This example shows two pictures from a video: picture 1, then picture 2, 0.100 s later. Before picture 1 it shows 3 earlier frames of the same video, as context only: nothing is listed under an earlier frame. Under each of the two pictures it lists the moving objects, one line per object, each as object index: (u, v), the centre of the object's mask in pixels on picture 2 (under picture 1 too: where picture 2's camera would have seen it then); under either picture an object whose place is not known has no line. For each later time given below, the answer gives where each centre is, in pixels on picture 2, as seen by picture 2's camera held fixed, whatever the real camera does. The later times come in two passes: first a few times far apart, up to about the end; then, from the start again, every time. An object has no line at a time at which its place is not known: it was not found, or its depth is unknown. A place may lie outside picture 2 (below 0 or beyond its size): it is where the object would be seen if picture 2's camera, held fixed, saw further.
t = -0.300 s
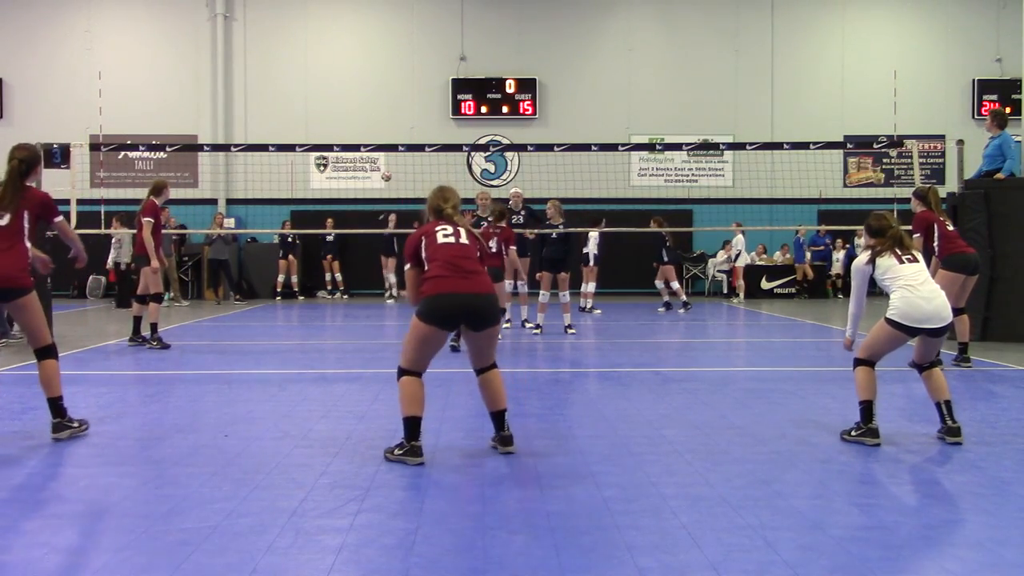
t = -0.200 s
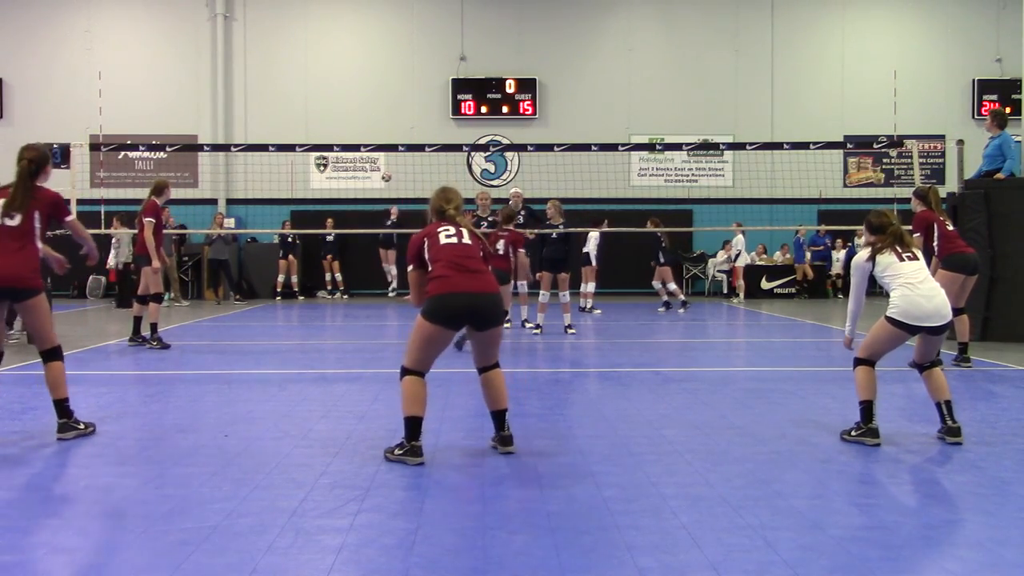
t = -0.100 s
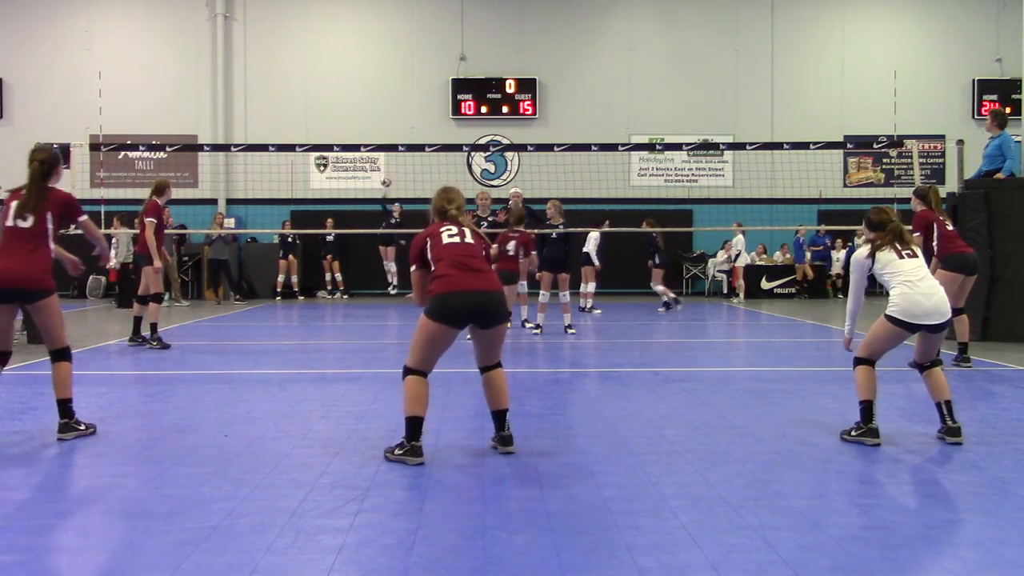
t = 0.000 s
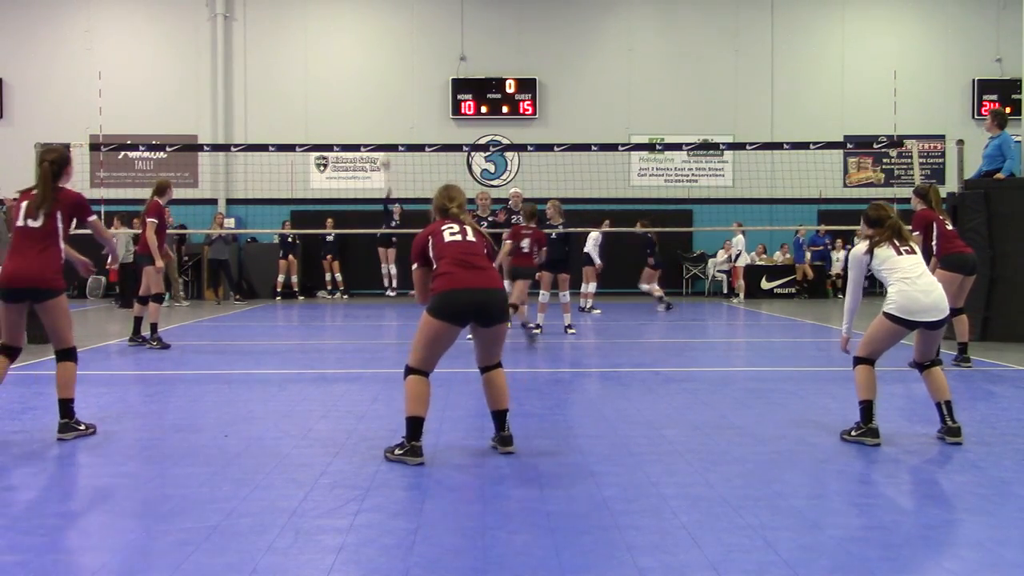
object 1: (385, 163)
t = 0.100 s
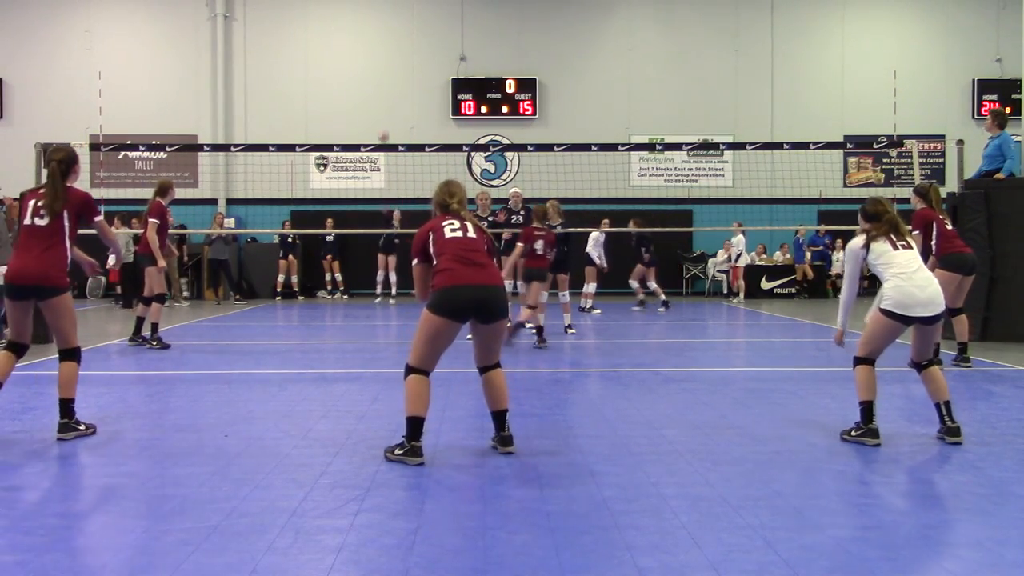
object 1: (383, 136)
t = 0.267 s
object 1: (380, 101)
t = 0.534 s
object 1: (369, 66)
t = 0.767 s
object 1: (354, 68)
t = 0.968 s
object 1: (336, 112)
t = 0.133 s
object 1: (383, 129)
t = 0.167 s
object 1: (382, 121)
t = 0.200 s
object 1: (381, 114)
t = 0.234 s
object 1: (380, 107)
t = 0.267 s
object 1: (380, 101)
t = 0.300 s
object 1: (379, 94)
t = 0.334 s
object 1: (377, 89)
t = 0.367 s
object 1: (376, 84)
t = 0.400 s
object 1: (375, 80)
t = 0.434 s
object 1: (374, 76)
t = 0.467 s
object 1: (373, 72)
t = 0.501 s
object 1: (371, 68)
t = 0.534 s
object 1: (369, 66)
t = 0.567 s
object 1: (368, 63)
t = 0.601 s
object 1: (366, 62)
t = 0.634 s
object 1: (364, 62)
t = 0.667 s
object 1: (362, 62)
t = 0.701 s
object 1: (359, 63)
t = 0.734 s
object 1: (357, 65)
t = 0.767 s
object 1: (354, 68)
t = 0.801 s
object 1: (351, 72)
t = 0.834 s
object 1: (349, 78)
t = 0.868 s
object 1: (346, 84)
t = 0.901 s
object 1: (343, 93)
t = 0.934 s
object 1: (340, 101)
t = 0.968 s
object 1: (336, 112)
